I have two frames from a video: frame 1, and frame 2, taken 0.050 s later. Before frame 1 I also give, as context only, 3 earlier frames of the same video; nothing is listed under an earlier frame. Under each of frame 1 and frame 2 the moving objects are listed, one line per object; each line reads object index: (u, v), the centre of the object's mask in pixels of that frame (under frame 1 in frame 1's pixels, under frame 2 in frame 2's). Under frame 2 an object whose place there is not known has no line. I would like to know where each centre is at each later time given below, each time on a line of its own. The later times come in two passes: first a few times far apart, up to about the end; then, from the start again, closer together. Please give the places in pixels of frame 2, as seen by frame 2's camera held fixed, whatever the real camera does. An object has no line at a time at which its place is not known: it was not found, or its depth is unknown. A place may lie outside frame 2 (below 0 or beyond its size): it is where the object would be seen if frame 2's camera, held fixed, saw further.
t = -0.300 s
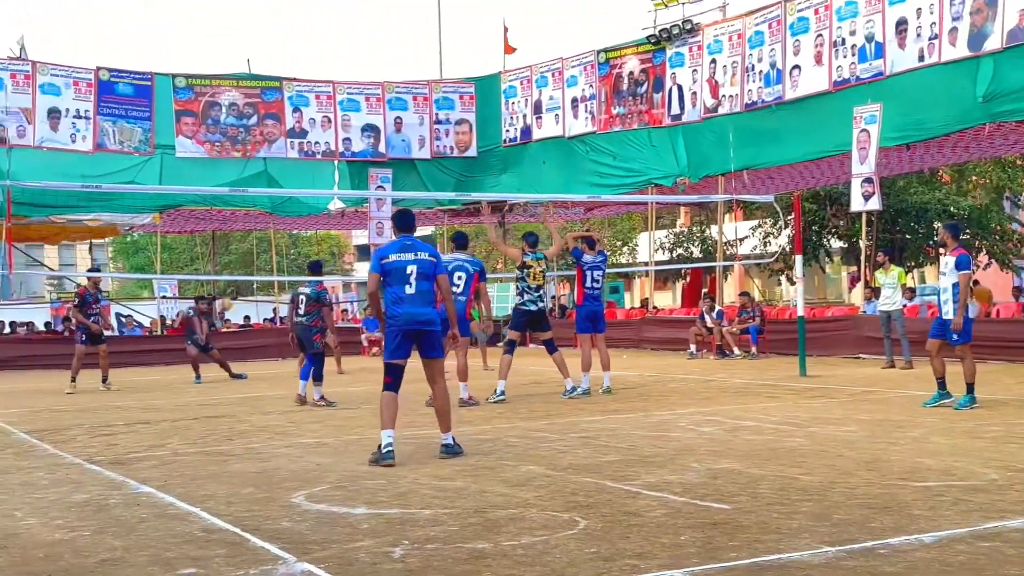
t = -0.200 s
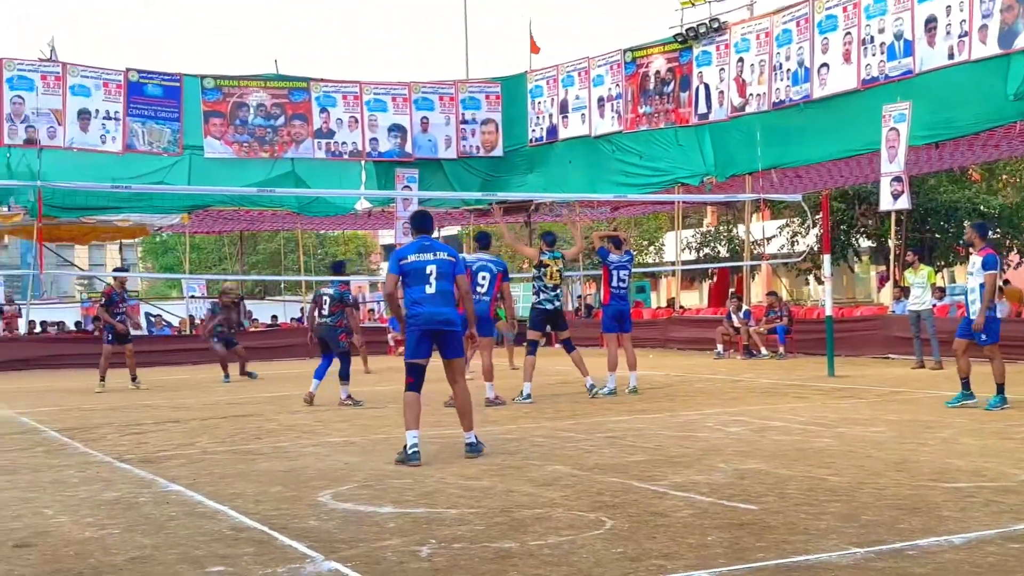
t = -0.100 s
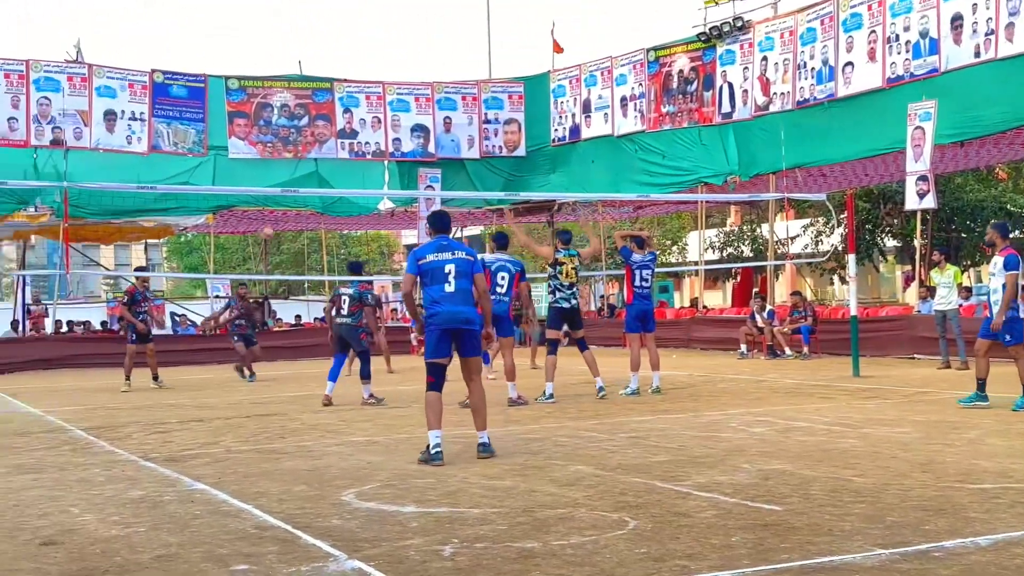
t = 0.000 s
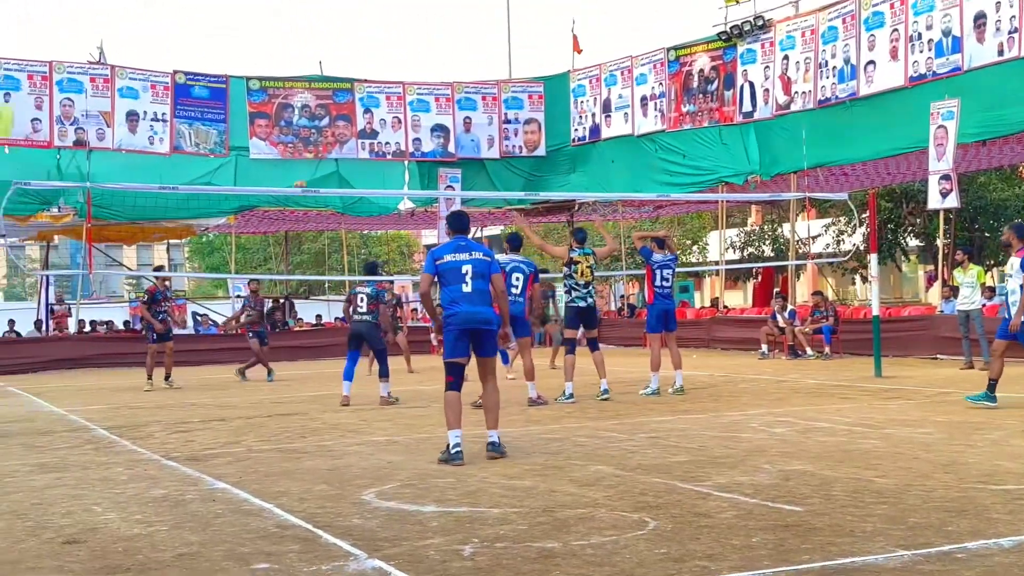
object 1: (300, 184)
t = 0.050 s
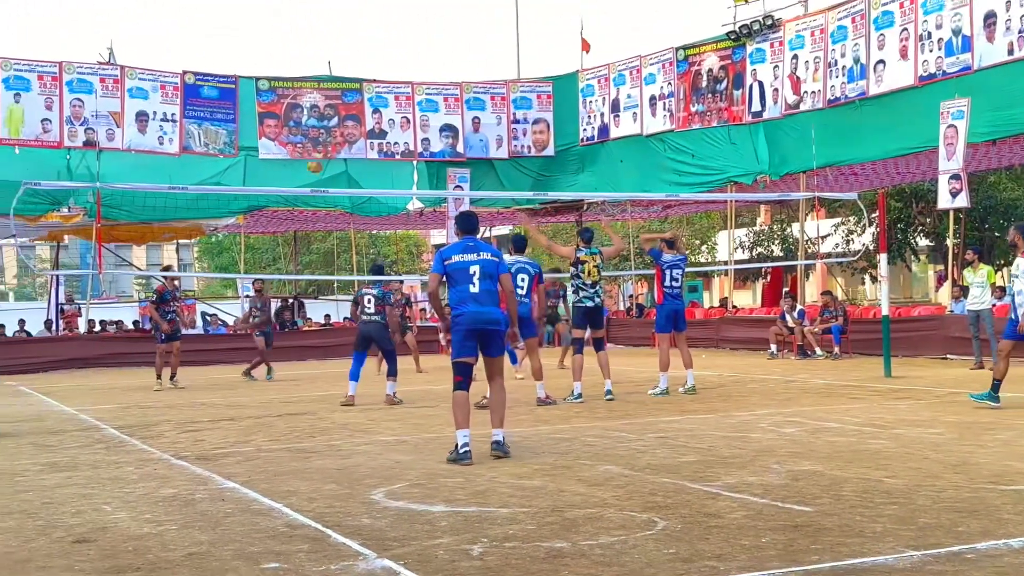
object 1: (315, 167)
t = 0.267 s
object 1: (343, 88)
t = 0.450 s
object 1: (367, 45)
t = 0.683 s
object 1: (402, 23)
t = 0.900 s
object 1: (437, 35)
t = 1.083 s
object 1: (469, 71)
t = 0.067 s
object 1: (319, 159)
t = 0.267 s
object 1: (343, 88)
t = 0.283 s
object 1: (344, 83)
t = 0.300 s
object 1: (347, 78)
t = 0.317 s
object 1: (349, 74)
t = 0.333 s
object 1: (351, 70)
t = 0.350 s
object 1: (353, 66)
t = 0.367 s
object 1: (356, 62)
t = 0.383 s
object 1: (358, 59)
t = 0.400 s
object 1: (360, 55)
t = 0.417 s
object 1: (363, 52)
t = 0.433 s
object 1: (365, 48)
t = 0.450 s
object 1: (367, 45)
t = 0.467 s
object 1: (370, 42)
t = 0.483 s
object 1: (372, 40)
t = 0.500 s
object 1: (374, 37)
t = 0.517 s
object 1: (377, 35)
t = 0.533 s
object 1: (379, 33)
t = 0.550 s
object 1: (382, 31)
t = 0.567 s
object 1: (384, 30)
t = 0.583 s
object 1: (387, 28)
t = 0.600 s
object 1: (389, 27)
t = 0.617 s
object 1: (392, 25)
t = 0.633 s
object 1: (394, 25)
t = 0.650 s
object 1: (397, 24)
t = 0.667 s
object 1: (400, 23)
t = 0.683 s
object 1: (402, 23)
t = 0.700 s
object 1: (405, 23)
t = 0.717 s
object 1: (407, 22)
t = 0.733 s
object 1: (410, 23)
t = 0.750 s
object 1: (413, 23)
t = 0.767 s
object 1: (415, 24)
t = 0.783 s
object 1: (418, 24)
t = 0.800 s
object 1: (421, 25)
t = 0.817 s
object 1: (423, 26)
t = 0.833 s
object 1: (426, 27)
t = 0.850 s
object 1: (429, 29)
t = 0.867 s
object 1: (432, 31)
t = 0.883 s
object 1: (435, 33)
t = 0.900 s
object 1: (437, 35)
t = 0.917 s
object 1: (440, 37)
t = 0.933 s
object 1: (443, 39)
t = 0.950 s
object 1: (446, 42)
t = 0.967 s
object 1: (449, 45)
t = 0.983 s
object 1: (452, 48)
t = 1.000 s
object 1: (454, 51)
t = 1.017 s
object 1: (457, 55)
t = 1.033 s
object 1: (460, 58)
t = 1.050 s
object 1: (463, 62)
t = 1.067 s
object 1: (466, 66)
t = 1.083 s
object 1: (469, 71)
